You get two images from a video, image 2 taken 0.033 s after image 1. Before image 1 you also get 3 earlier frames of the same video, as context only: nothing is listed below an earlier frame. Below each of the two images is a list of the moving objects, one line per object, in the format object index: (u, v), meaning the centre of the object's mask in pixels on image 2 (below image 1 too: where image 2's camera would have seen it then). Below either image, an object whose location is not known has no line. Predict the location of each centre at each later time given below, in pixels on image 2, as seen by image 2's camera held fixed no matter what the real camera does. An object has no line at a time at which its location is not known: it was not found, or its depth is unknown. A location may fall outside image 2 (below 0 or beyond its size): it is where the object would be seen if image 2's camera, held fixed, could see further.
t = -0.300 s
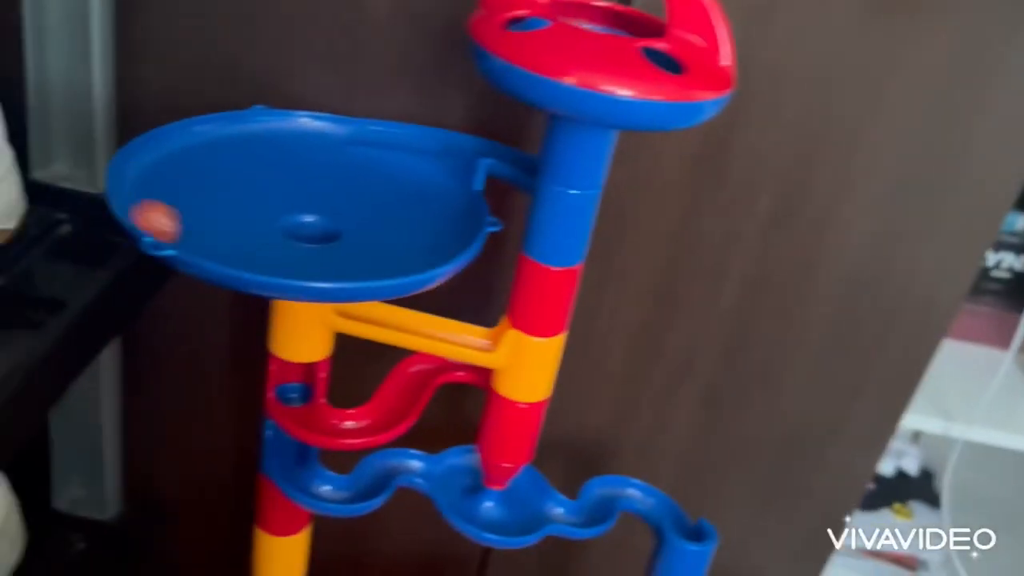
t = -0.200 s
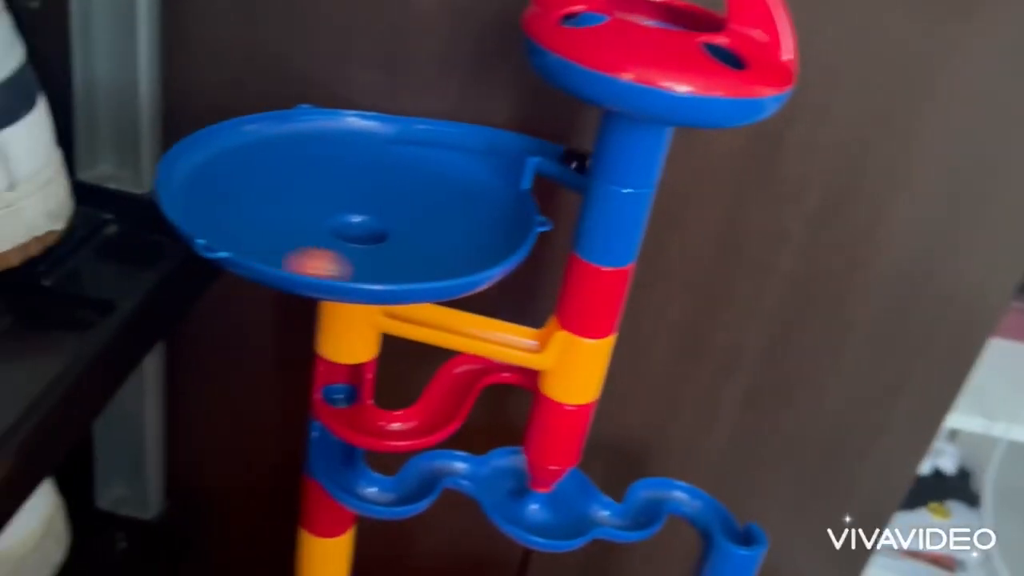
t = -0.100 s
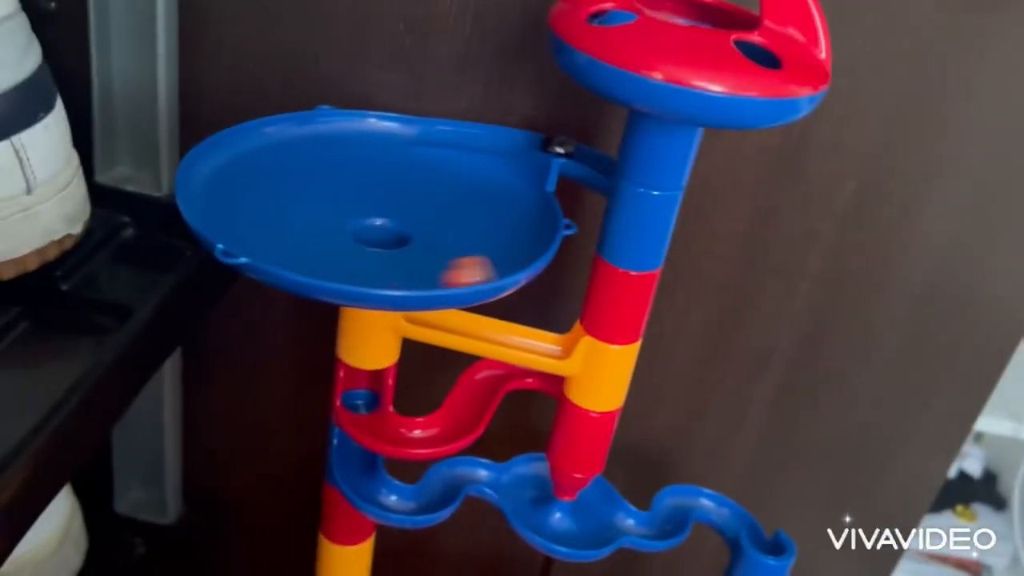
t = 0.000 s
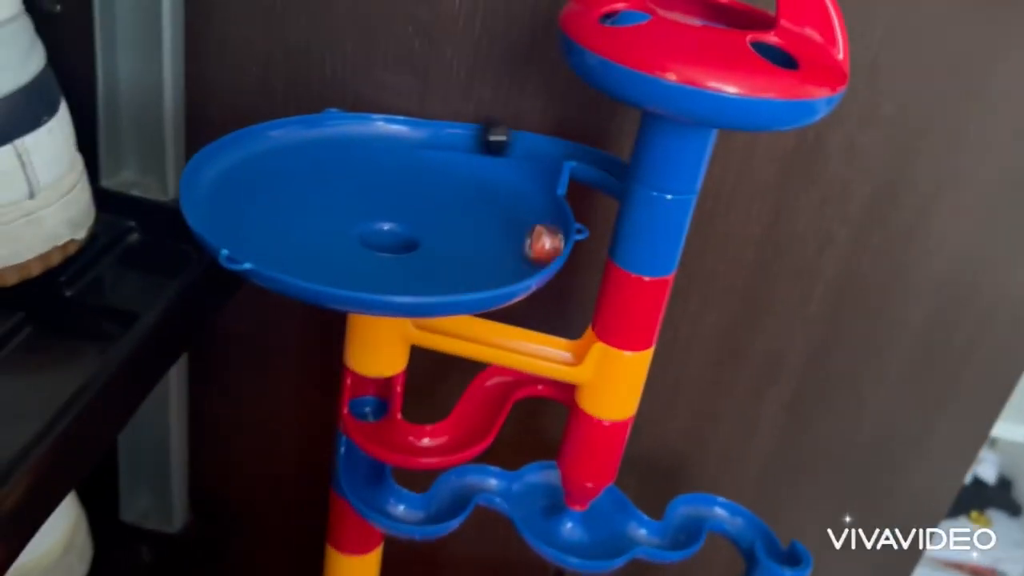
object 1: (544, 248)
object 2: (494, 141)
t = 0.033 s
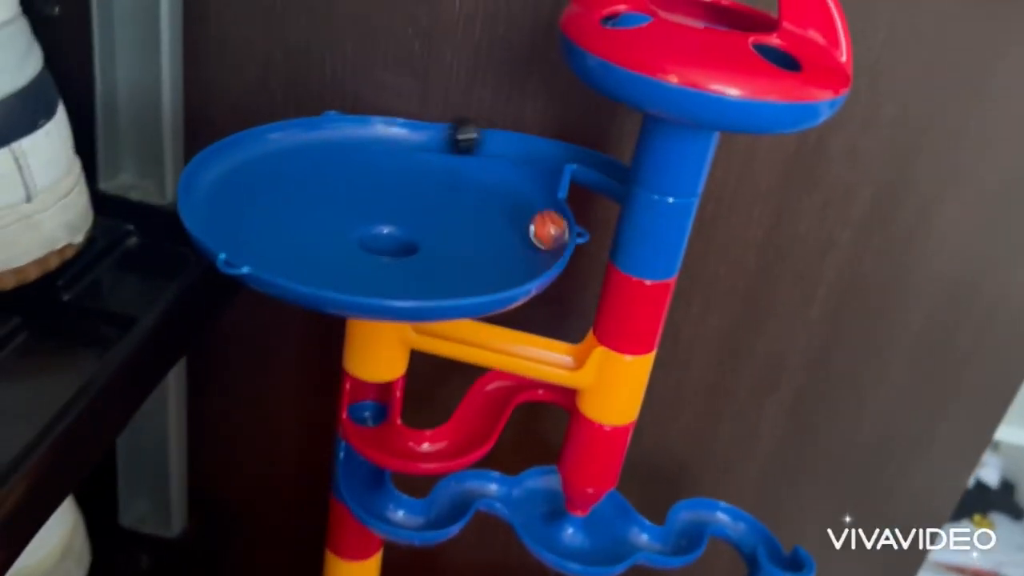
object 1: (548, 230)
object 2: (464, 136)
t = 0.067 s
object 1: (542, 213)
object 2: (430, 134)
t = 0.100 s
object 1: (529, 198)
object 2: (394, 132)
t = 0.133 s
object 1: (512, 183)
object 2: (357, 129)
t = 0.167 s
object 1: (487, 170)
